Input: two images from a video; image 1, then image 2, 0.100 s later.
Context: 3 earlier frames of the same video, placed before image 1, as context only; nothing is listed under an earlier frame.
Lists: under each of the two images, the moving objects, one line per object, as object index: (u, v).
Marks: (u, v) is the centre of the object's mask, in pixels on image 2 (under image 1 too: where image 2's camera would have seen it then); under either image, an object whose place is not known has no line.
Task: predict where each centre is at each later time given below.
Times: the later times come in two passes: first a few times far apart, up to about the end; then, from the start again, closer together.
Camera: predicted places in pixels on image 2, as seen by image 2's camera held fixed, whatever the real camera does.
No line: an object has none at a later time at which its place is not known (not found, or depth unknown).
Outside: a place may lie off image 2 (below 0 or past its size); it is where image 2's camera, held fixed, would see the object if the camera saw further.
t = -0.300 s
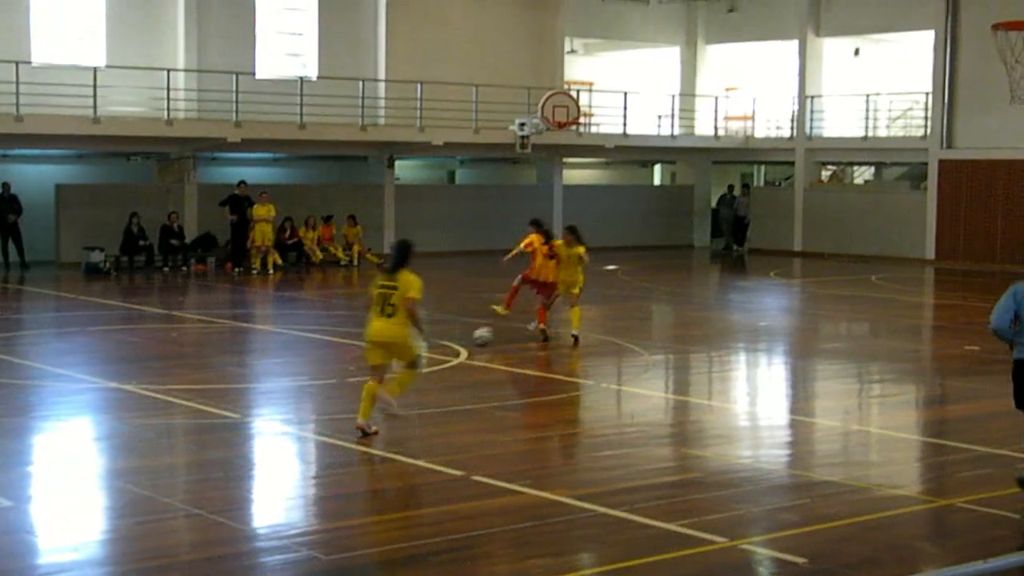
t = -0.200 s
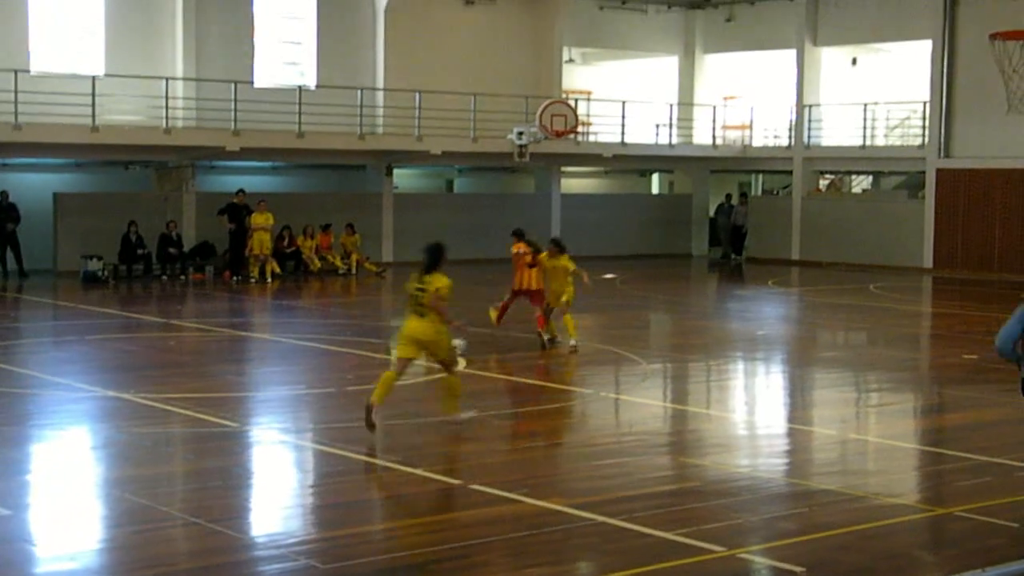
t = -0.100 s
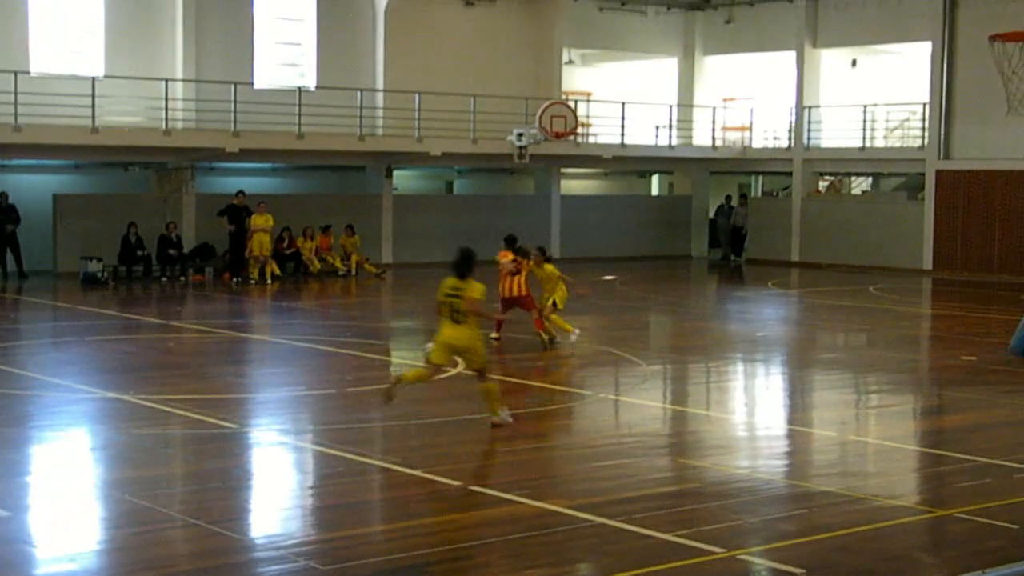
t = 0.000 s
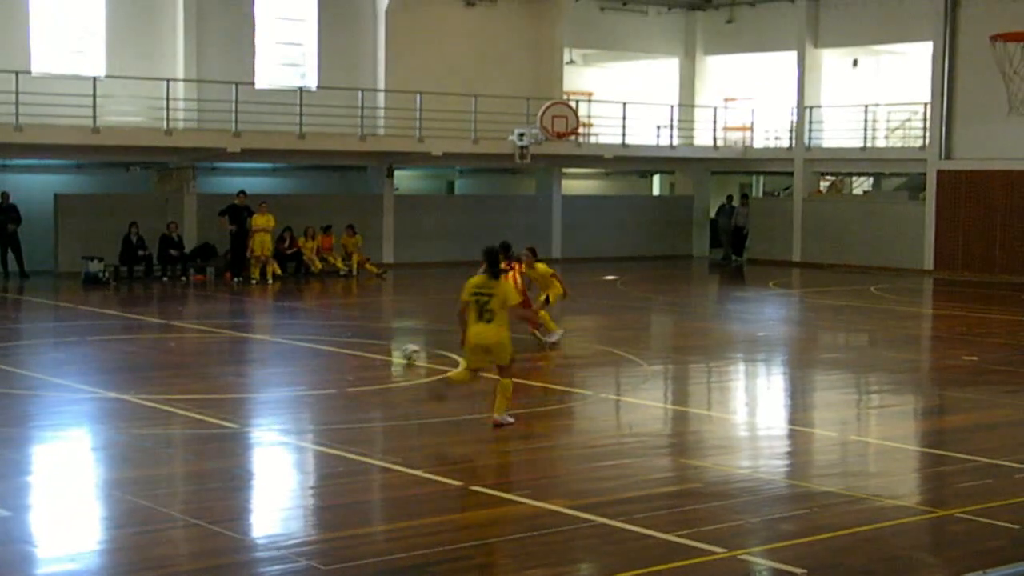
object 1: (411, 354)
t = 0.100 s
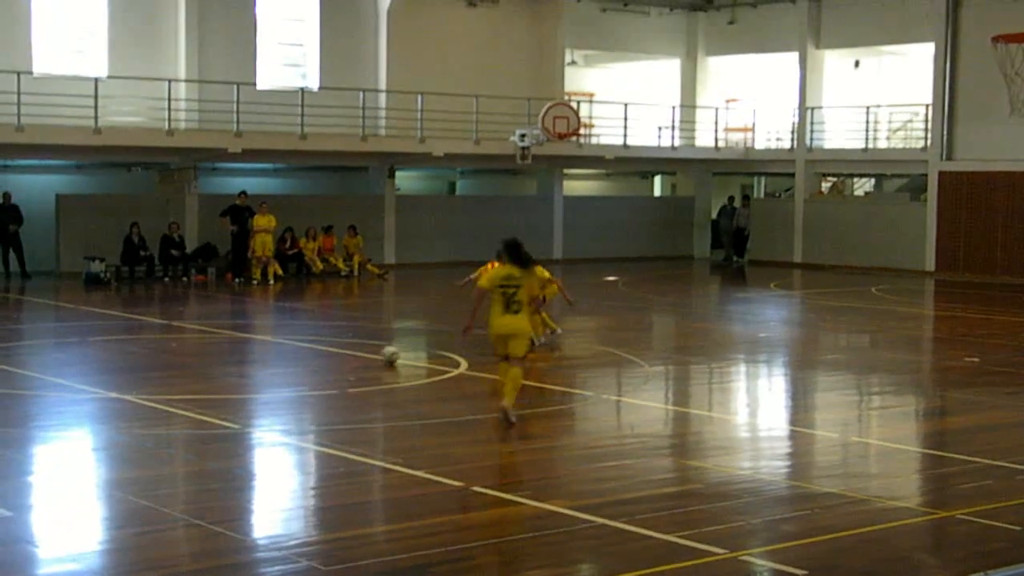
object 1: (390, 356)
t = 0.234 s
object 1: (361, 357)
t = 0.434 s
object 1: (315, 361)
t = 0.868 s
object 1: (216, 366)
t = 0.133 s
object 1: (383, 355)
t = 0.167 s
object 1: (375, 356)
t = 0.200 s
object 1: (368, 357)
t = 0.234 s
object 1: (361, 357)
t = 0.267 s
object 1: (353, 357)
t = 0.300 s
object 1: (346, 358)
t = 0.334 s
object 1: (338, 359)
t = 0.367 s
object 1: (331, 359)
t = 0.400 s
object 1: (323, 360)
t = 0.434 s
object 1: (315, 361)
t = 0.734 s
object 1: (248, 365)
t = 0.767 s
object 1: (240, 365)
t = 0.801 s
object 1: (233, 365)
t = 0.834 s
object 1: (225, 366)
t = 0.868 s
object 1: (216, 366)
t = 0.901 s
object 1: (209, 367)
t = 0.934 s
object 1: (201, 367)
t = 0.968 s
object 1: (193, 368)
